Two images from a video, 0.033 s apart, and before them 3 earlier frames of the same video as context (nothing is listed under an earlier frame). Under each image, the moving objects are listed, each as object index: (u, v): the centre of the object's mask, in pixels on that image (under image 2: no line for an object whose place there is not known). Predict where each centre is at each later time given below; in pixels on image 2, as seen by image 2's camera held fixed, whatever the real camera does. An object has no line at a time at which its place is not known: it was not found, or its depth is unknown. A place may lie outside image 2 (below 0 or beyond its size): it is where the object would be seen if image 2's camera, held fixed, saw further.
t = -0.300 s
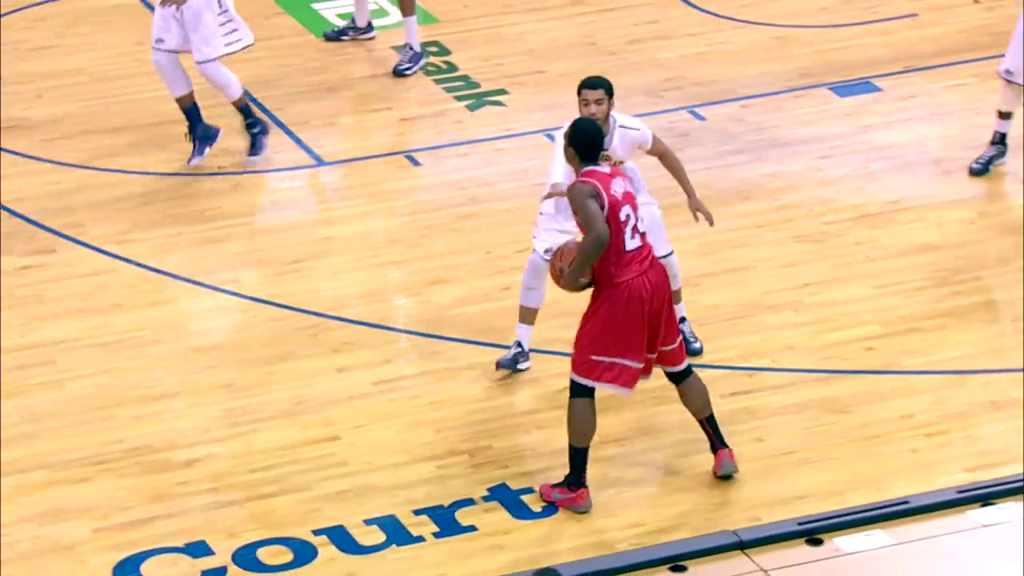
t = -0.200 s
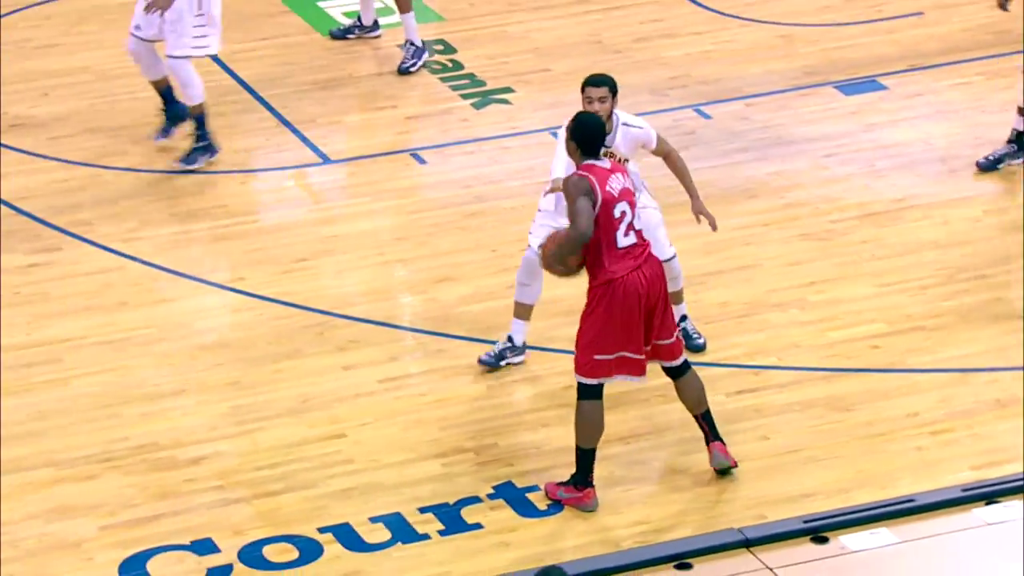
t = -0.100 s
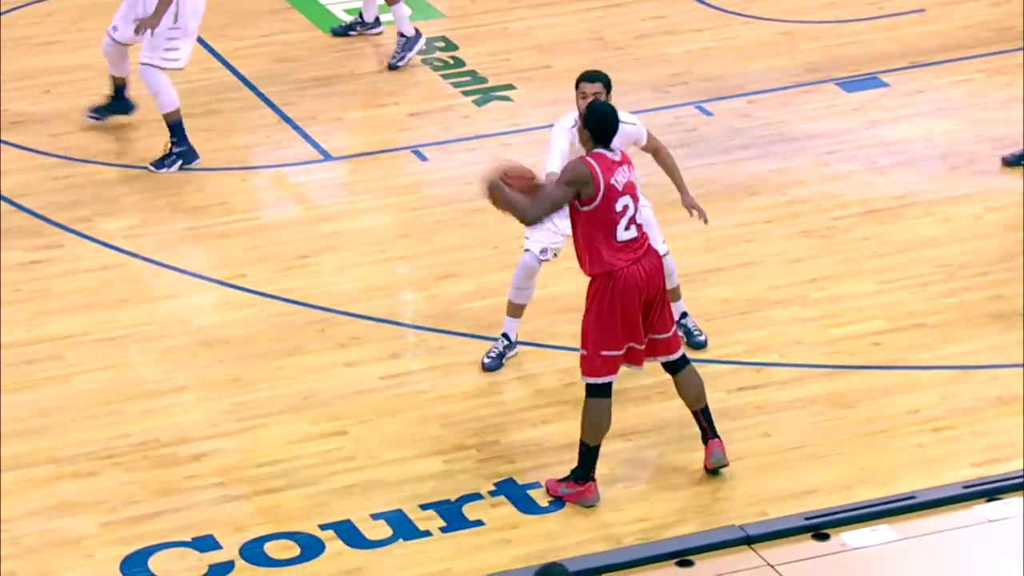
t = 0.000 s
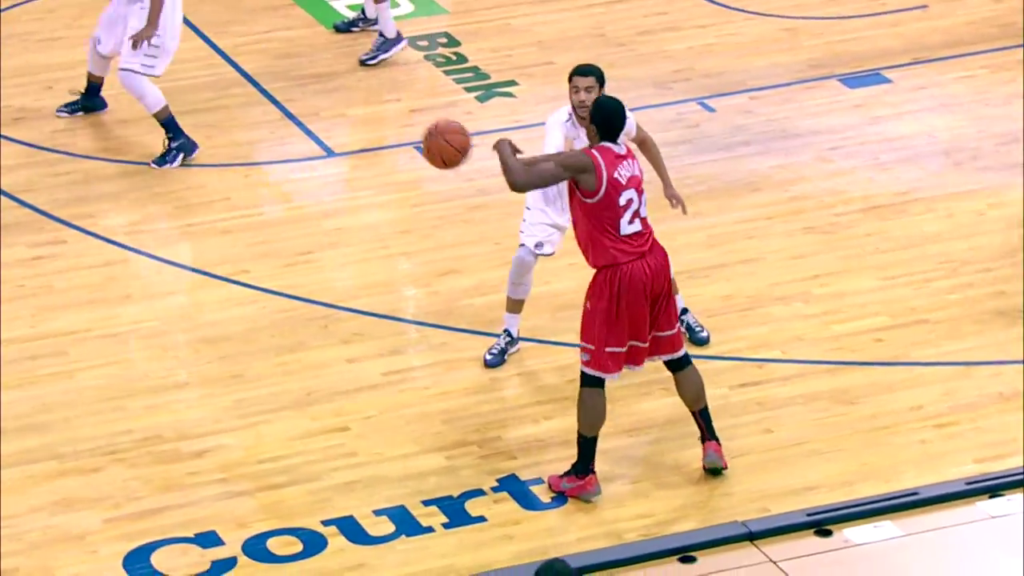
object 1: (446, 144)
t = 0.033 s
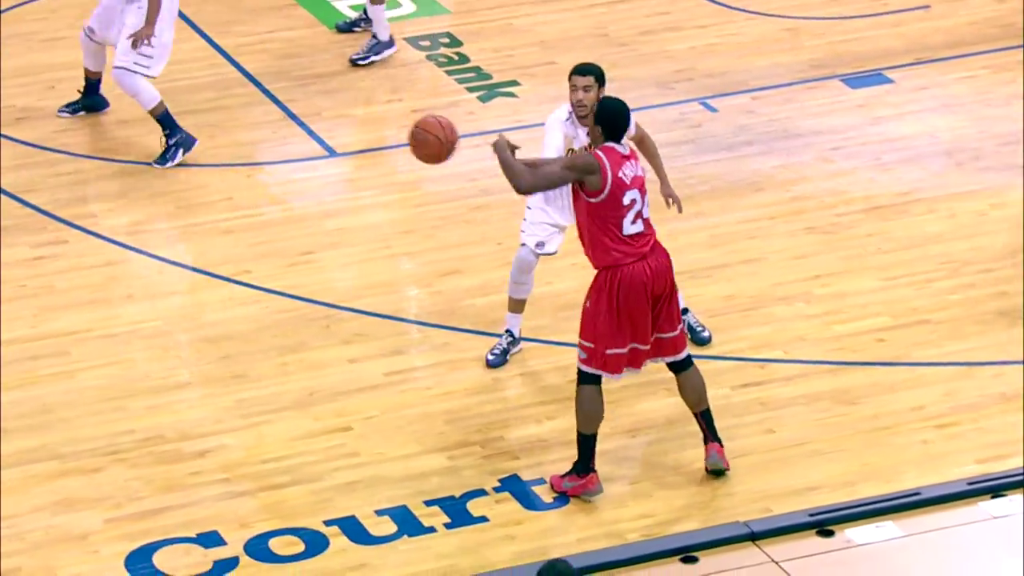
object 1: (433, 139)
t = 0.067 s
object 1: (418, 137)
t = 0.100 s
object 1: (401, 137)
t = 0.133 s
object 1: (386, 138)
